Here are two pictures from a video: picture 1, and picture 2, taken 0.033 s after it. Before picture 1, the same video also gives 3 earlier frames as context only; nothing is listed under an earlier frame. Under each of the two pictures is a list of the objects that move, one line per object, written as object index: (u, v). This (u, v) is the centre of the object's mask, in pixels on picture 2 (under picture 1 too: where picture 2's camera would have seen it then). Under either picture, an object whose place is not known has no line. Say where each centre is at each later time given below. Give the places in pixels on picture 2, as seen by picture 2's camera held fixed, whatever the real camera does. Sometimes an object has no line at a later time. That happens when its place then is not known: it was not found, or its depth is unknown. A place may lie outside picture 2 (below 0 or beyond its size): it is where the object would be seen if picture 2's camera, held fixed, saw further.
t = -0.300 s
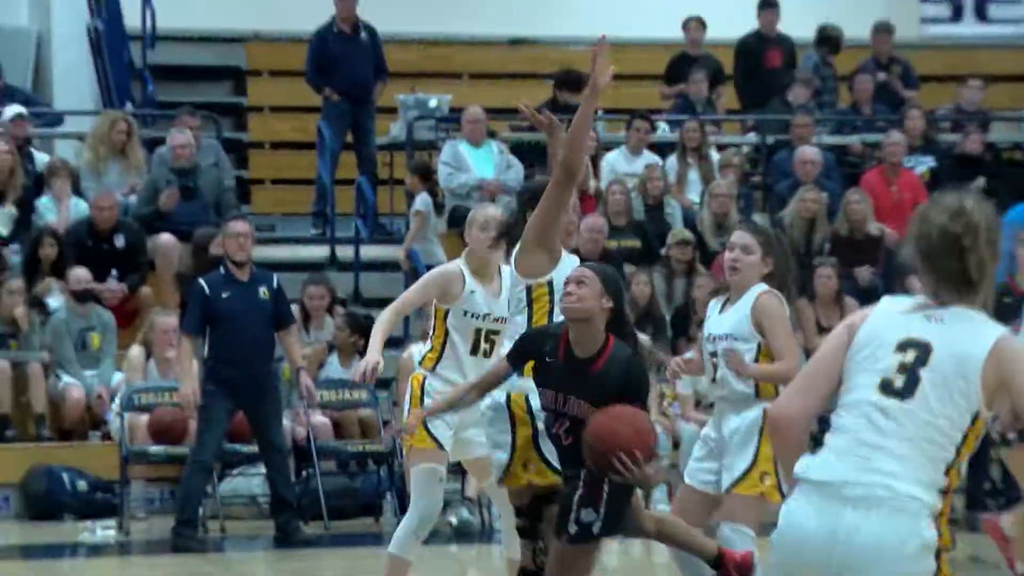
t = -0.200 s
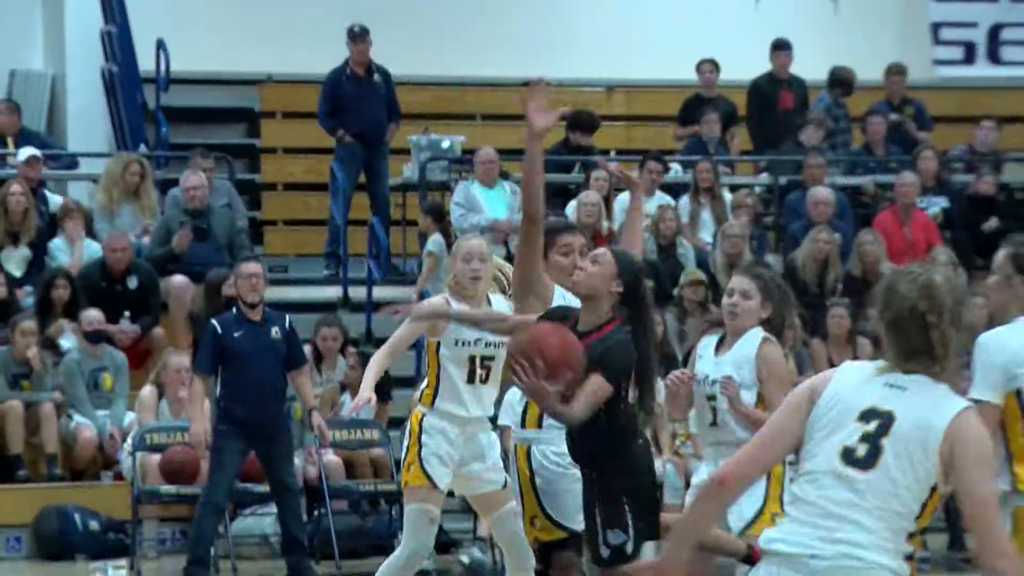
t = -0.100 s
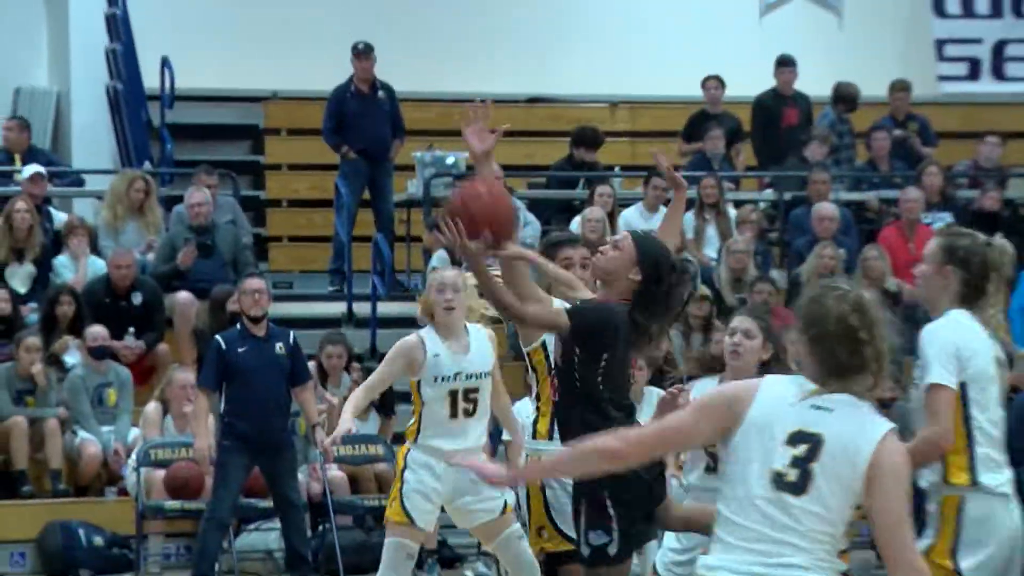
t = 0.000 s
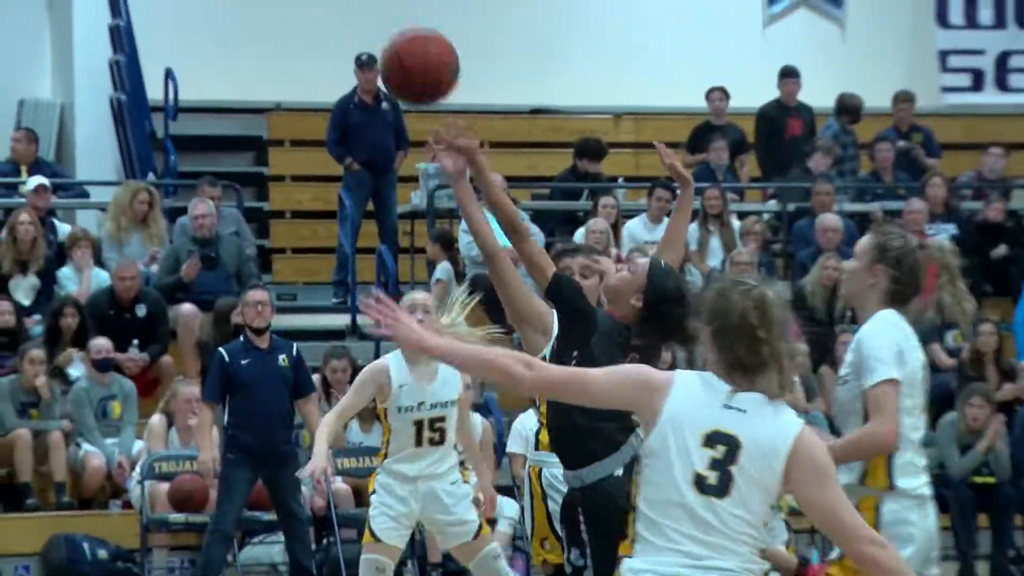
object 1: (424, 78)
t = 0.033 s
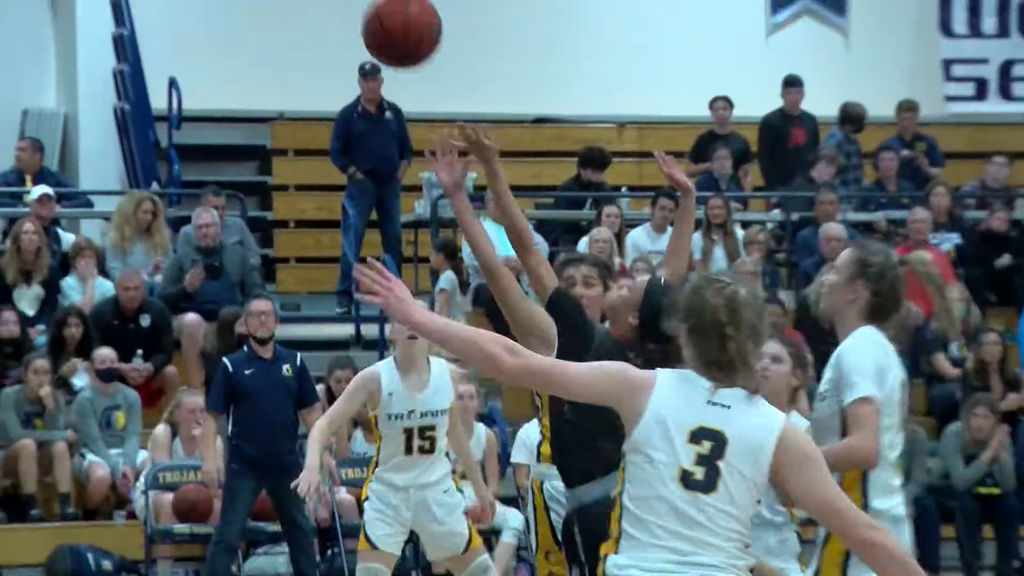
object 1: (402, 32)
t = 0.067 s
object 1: (380, -2)
